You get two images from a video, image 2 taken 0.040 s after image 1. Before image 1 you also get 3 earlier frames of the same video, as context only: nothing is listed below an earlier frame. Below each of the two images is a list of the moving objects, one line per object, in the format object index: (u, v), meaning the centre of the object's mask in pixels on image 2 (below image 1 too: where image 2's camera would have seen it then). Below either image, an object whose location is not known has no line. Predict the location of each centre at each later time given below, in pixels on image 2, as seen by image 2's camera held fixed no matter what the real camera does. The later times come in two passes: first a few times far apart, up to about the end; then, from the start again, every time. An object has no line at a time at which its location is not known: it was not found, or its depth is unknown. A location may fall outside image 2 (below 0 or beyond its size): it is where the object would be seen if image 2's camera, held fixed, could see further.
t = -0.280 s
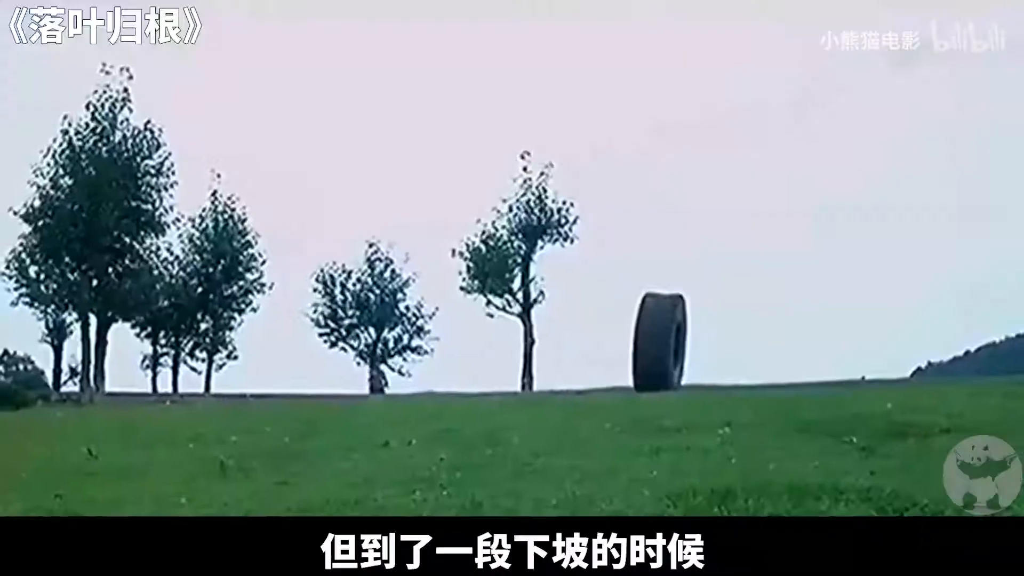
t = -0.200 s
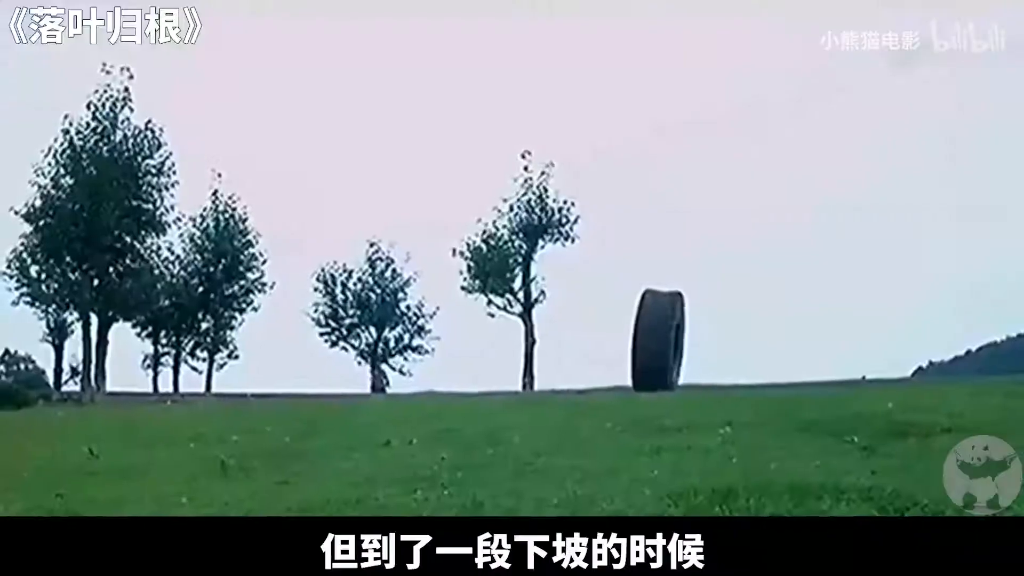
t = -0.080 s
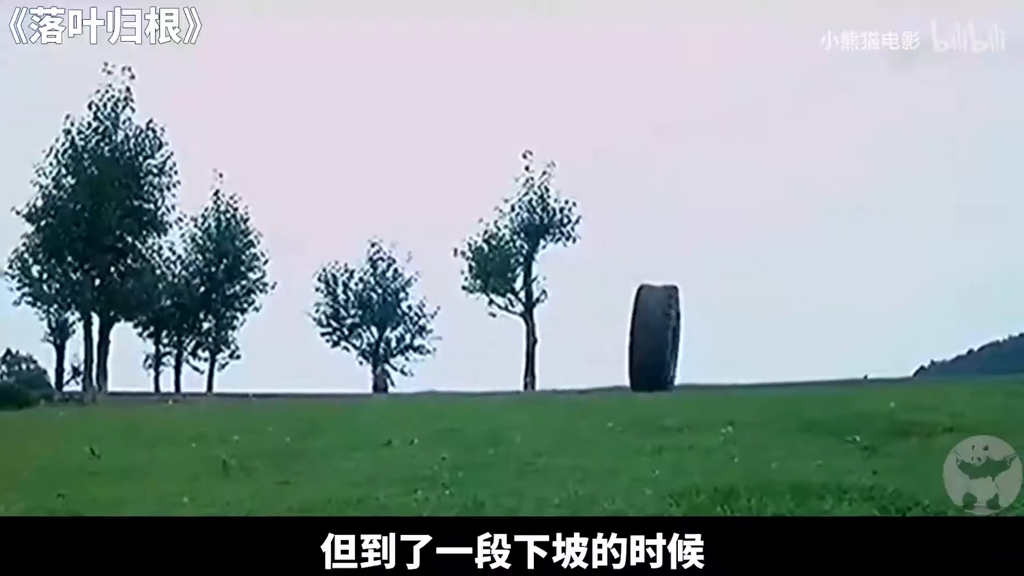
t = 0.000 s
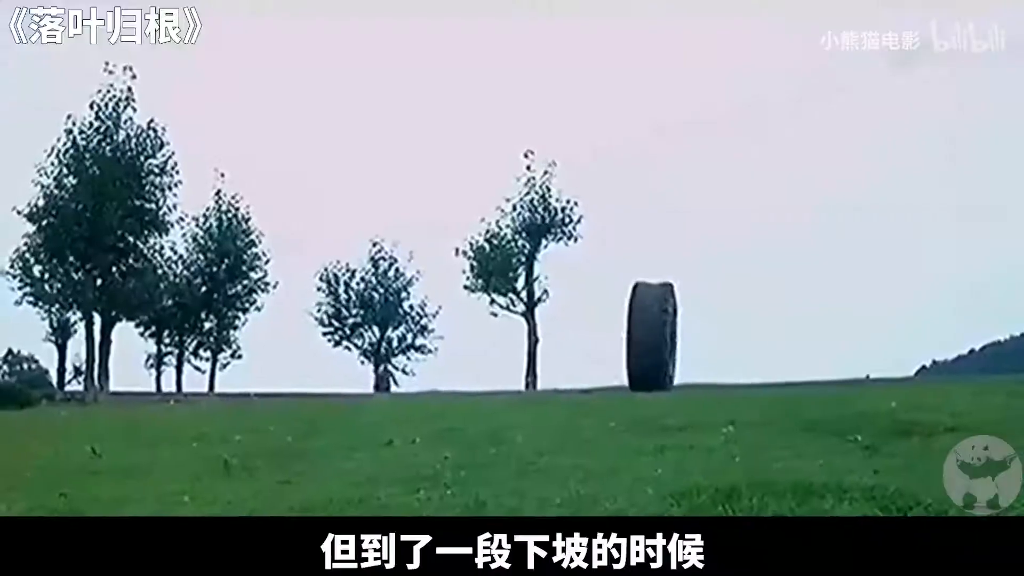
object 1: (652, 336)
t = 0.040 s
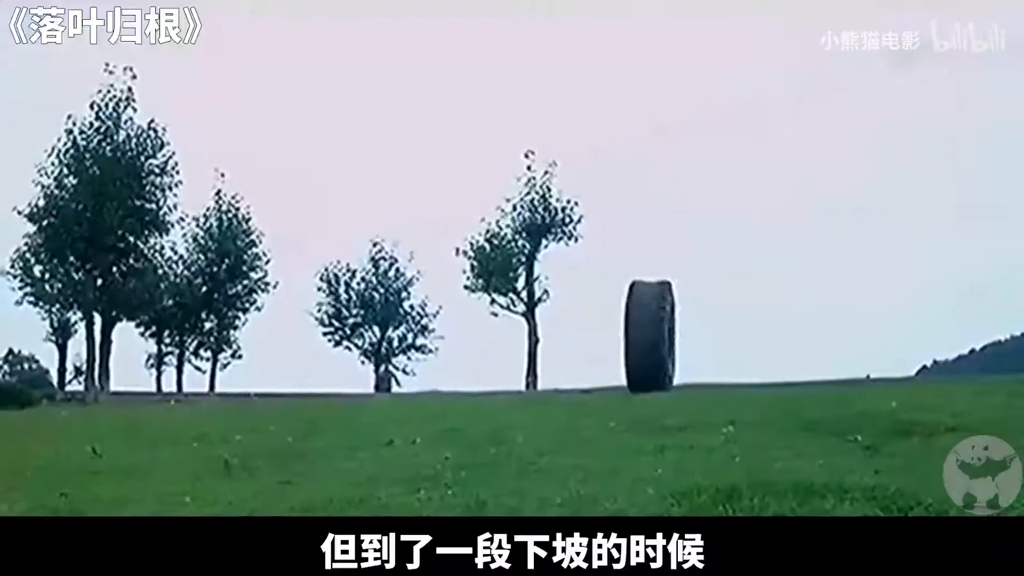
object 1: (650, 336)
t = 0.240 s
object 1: (637, 336)
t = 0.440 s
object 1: (621, 336)
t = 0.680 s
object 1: (602, 335)
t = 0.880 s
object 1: (580, 334)
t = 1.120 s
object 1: (545, 334)
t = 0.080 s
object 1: (647, 335)
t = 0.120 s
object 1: (645, 335)
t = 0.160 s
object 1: (642, 335)
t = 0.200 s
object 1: (640, 336)
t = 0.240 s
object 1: (637, 336)
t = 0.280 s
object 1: (634, 335)
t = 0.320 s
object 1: (630, 335)
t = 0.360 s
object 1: (627, 335)
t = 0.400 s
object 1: (624, 336)
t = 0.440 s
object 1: (621, 336)
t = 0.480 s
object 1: (618, 335)
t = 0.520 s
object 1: (615, 334)
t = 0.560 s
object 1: (612, 334)
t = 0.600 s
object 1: (609, 333)
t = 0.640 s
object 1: (605, 334)
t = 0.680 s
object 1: (602, 335)
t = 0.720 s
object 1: (598, 338)
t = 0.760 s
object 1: (594, 339)
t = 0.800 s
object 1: (589, 338)
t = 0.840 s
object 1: (585, 336)
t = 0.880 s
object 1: (580, 334)
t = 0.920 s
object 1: (574, 334)
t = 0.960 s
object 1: (568, 335)
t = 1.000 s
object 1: (563, 337)
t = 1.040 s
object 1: (557, 339)
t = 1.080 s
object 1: (551, 338)
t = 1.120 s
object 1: (545, 334)
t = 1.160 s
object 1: (539, 333)
